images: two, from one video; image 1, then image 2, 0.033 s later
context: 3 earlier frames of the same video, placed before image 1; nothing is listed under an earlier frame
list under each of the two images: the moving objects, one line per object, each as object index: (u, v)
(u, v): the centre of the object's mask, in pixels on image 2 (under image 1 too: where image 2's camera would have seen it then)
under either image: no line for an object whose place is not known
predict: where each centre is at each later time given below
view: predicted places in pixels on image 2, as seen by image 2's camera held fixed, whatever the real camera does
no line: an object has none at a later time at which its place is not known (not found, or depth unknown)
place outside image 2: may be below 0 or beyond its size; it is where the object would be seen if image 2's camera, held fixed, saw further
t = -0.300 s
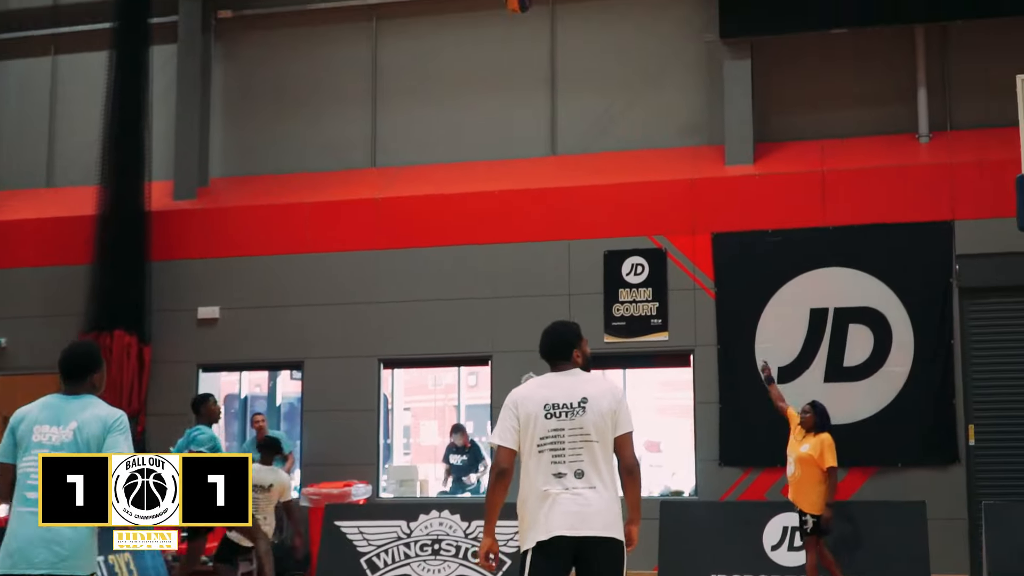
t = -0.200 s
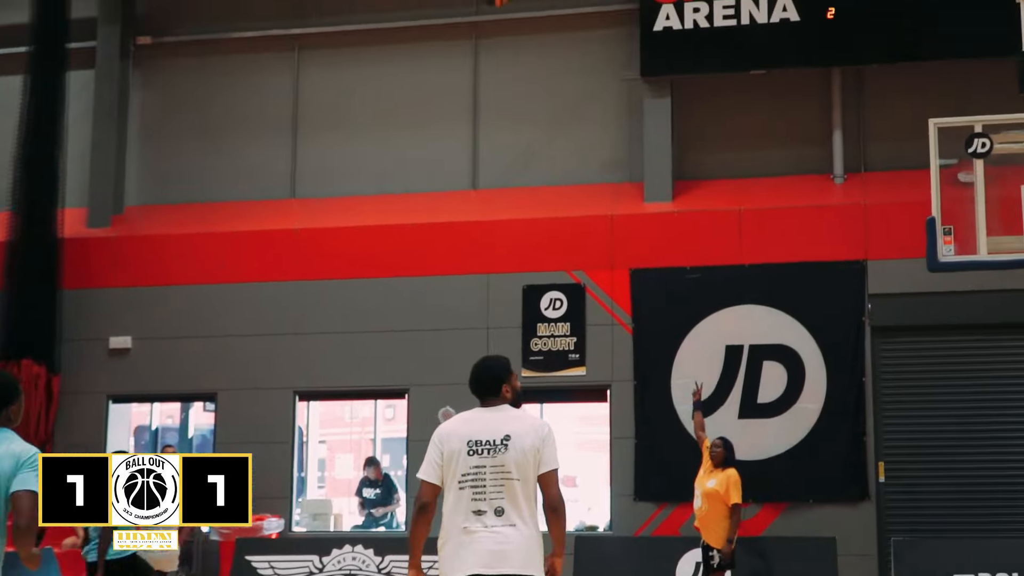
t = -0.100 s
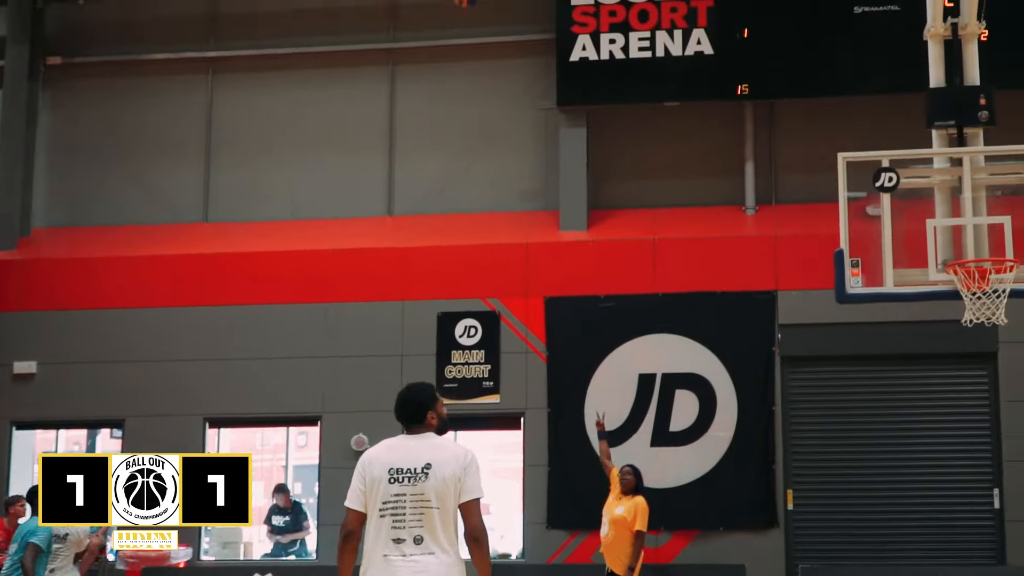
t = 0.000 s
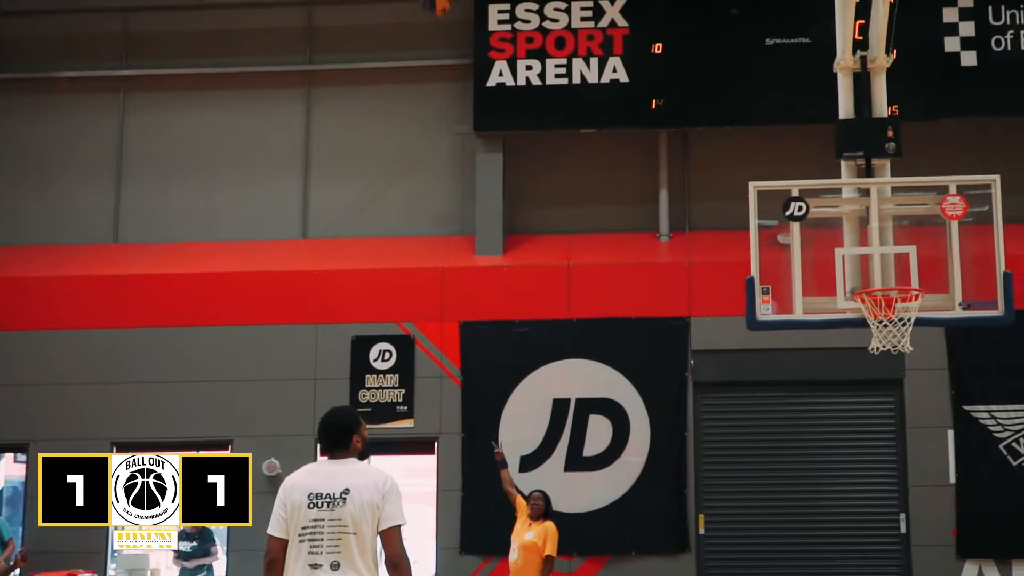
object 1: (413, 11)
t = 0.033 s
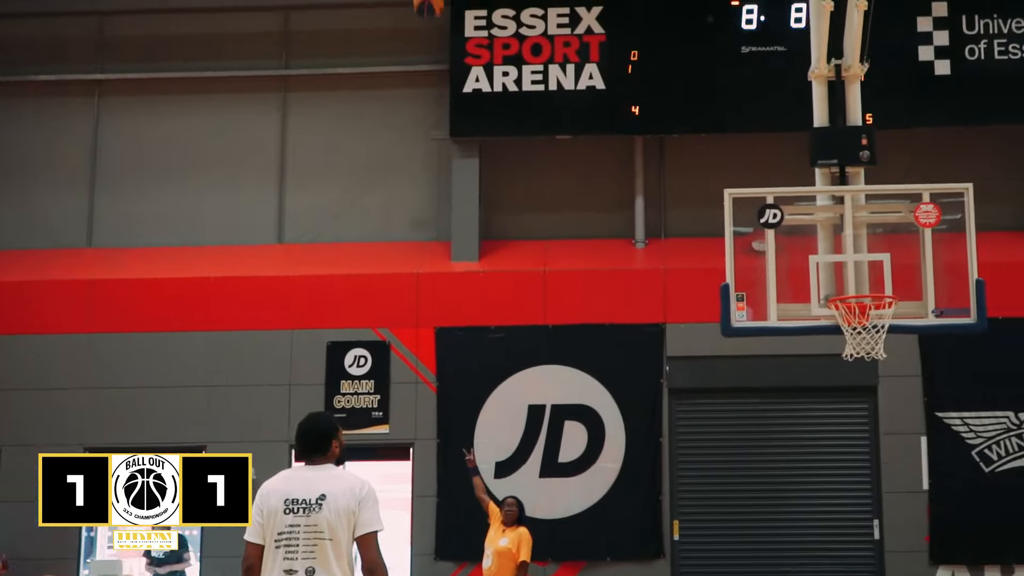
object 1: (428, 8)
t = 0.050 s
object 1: (439, 6)
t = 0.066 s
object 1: (445, 6)
